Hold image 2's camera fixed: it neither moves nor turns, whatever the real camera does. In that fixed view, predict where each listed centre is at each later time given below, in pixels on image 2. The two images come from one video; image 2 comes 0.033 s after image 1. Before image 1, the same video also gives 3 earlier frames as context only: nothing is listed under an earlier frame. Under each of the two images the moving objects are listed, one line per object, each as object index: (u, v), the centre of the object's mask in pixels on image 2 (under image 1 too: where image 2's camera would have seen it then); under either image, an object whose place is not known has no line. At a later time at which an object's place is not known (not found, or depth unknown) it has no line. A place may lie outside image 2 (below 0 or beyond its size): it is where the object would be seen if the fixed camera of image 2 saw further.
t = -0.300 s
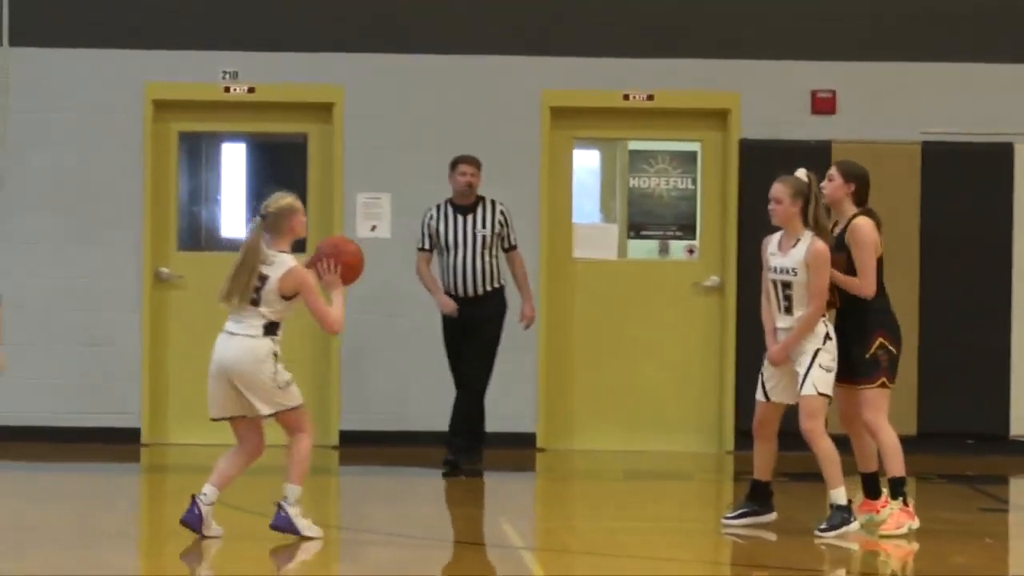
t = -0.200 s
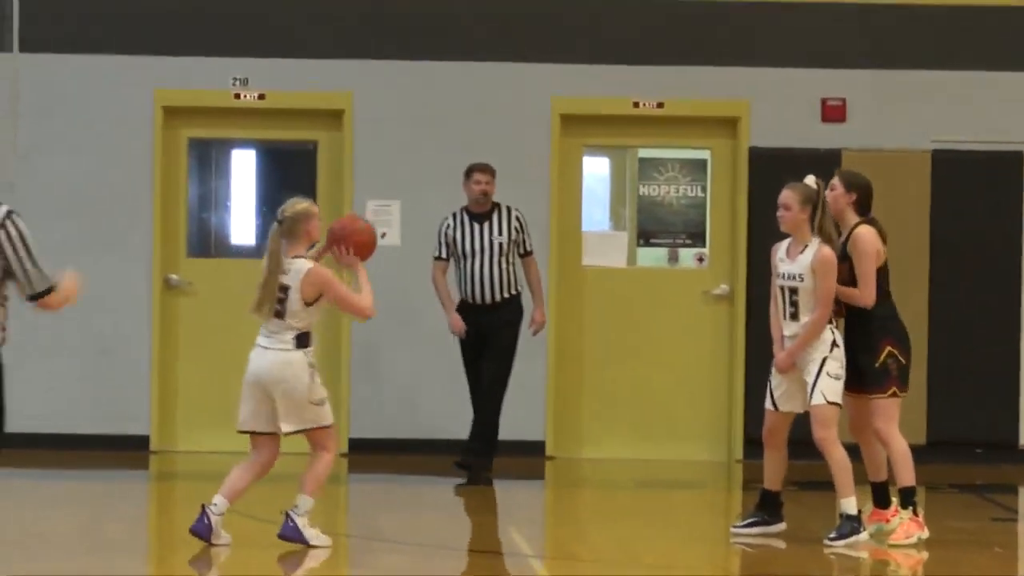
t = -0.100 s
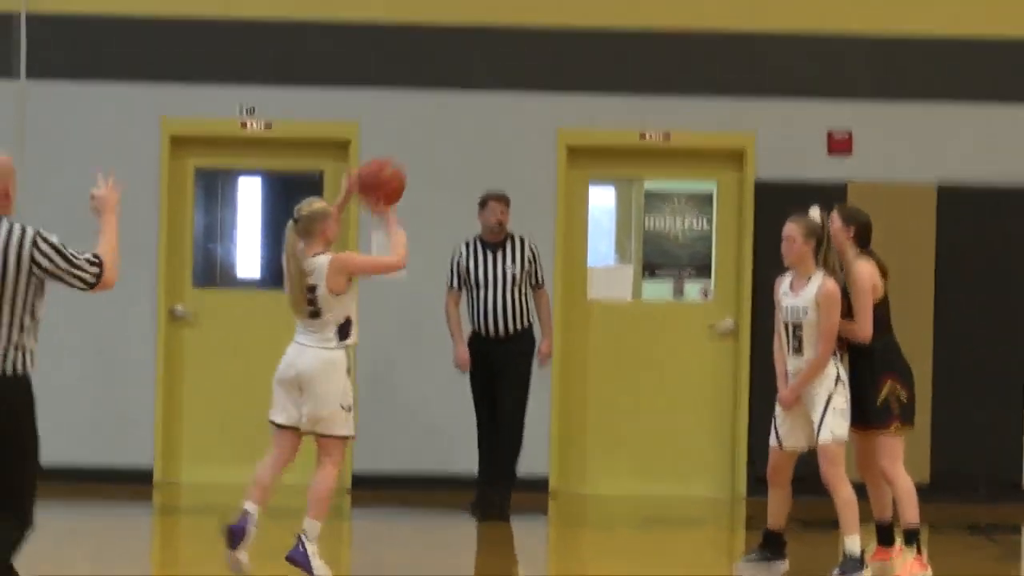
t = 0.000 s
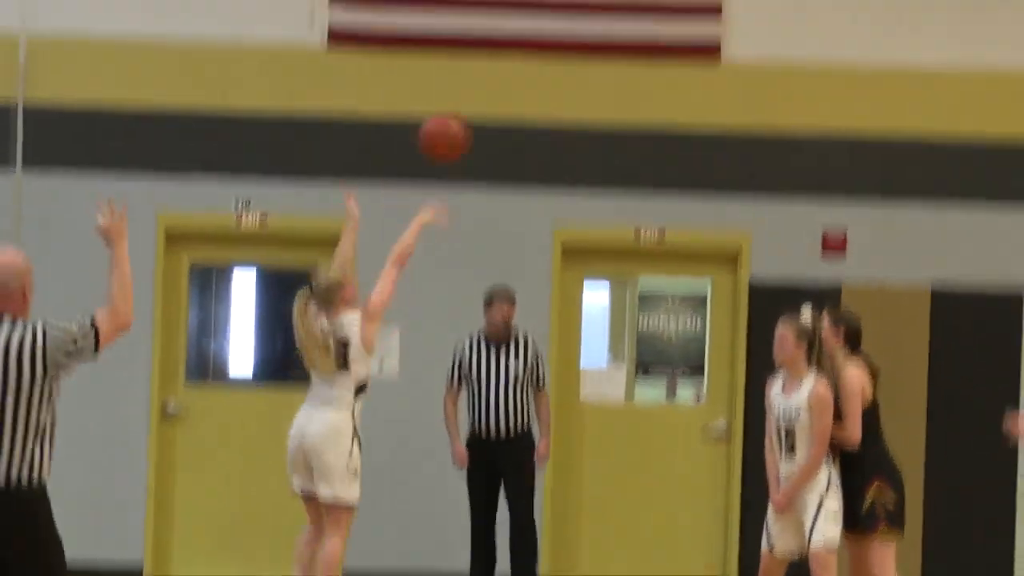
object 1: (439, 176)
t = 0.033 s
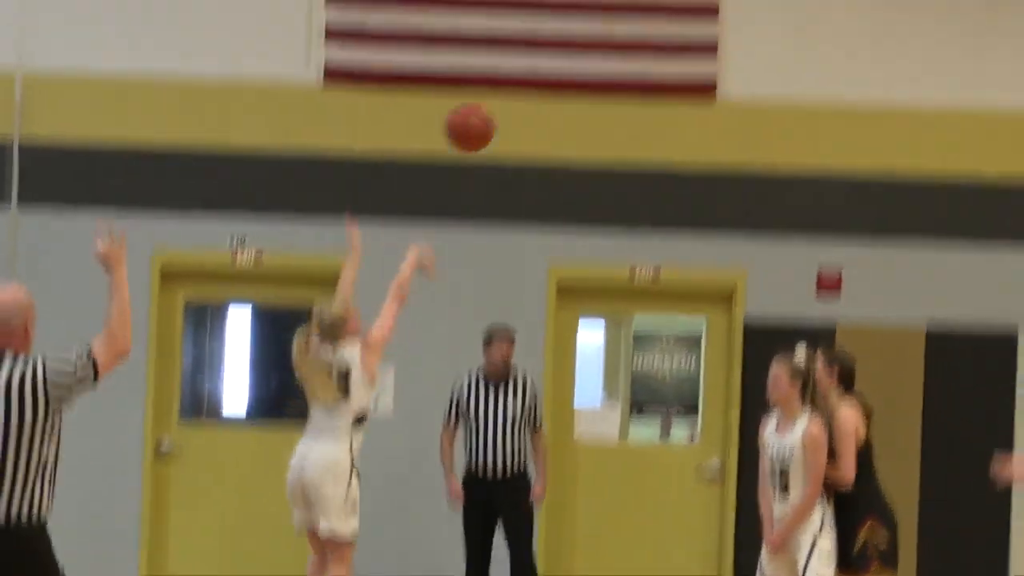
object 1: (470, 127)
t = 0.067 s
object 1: (500, 80)
